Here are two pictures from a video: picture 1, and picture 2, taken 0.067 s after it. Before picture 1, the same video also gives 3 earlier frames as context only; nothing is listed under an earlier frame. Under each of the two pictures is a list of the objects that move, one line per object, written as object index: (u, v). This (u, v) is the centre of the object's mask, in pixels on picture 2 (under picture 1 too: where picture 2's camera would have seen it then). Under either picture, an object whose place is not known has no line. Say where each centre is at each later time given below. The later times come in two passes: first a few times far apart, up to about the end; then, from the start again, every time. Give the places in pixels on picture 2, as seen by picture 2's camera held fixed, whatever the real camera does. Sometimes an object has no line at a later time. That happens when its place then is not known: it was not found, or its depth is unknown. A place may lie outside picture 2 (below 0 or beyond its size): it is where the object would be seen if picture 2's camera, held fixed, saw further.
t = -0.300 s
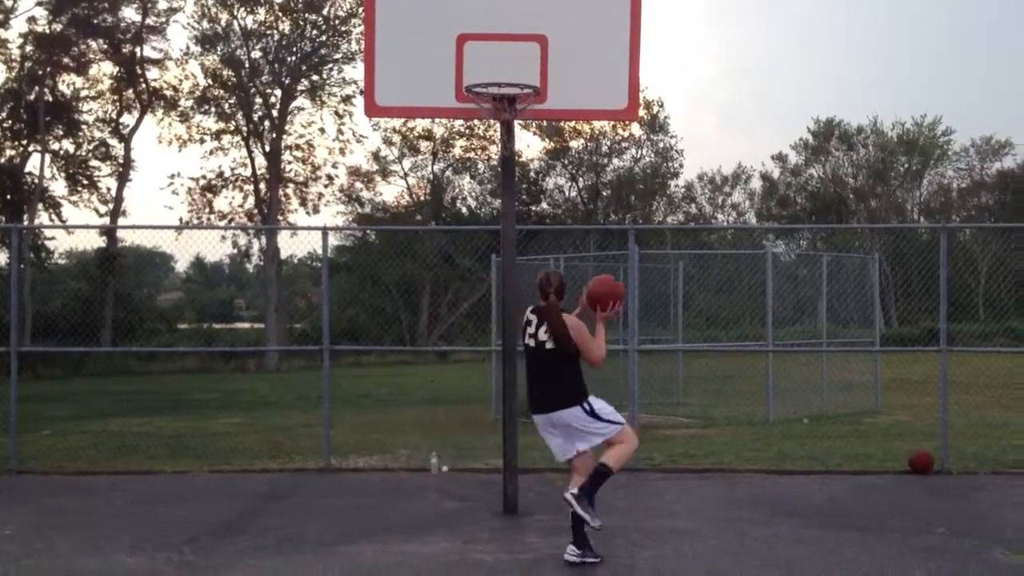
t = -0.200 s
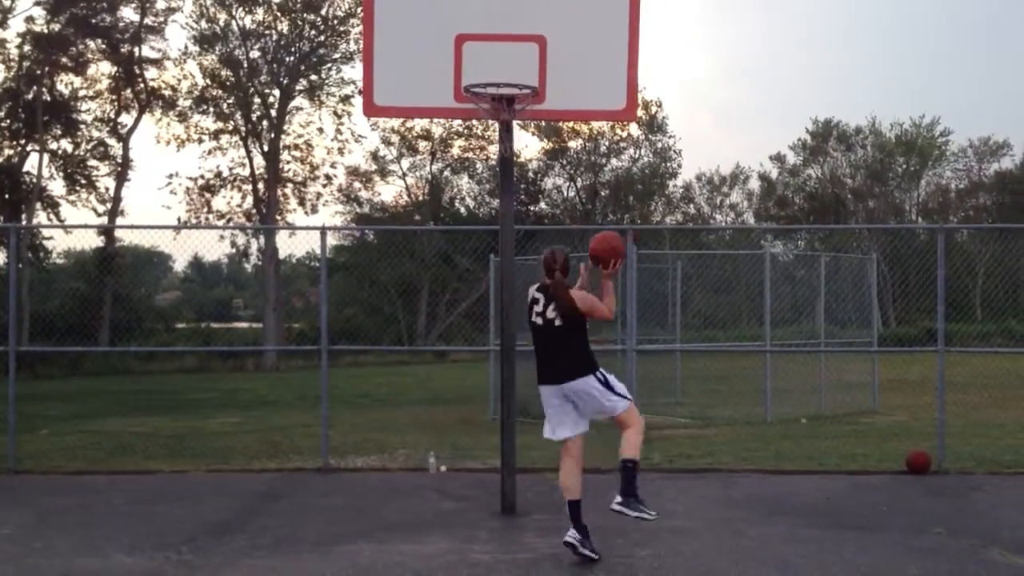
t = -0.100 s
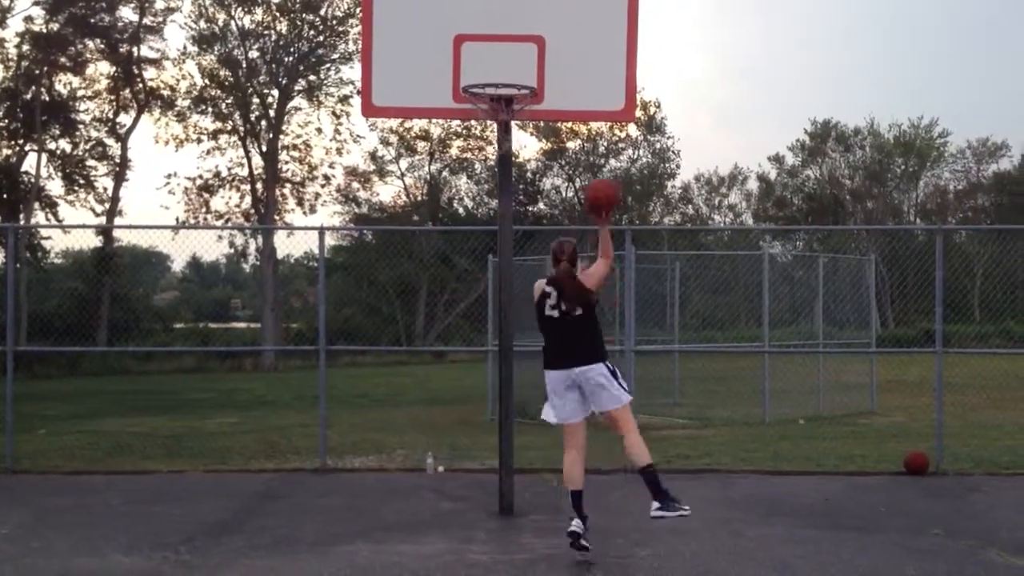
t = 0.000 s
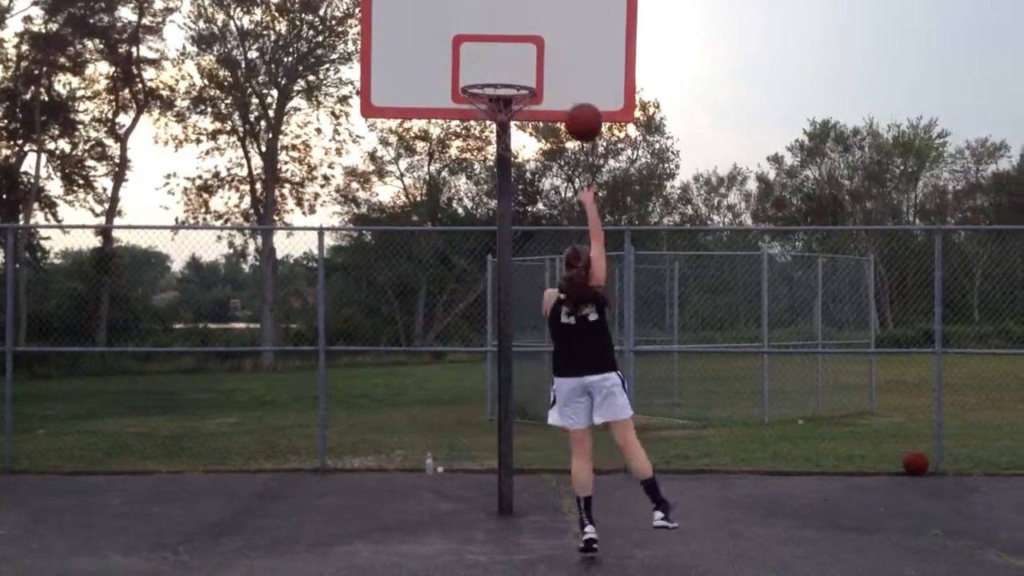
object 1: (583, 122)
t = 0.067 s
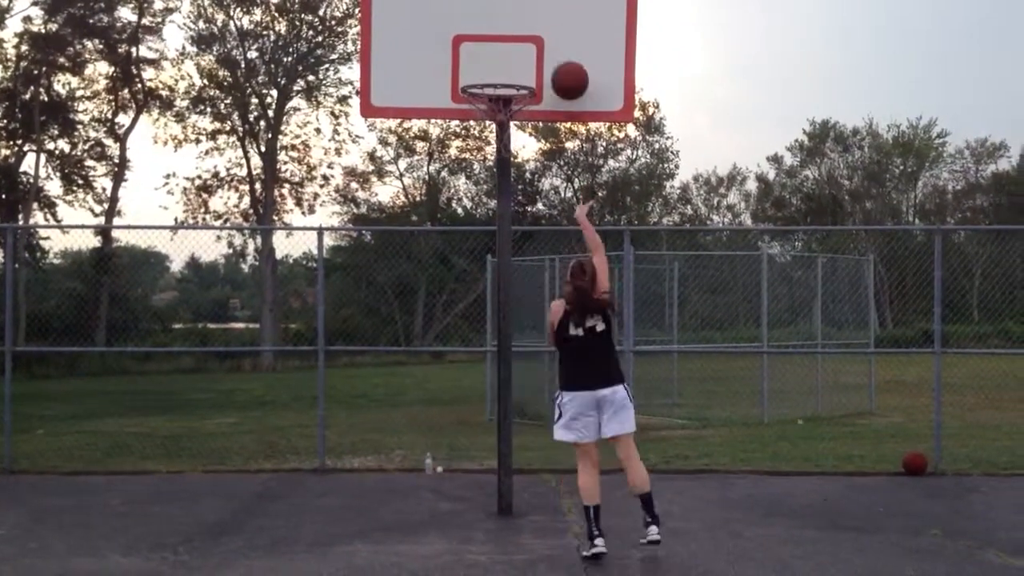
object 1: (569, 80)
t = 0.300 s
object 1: (538, 24)
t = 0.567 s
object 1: (508, 77)
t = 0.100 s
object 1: (563, 63)
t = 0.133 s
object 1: (557, 46)
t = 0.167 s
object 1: (552, 37)
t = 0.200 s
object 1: (548, 32)
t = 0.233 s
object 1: (545, 28)
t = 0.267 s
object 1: (541, 25)
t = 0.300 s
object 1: (538, 24)
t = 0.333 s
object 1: (534, 25)
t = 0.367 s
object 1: (531, 28)
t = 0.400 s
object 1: (527, 32)
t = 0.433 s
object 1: (523, 38)
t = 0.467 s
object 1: (519, 46)
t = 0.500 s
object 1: (515, 55)
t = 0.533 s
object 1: (512, 66)
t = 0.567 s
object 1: (508, 77)
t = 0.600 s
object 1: (505, 93)
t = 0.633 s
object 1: (501, 107)
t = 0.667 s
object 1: (497, 125)
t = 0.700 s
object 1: (495, 138)
